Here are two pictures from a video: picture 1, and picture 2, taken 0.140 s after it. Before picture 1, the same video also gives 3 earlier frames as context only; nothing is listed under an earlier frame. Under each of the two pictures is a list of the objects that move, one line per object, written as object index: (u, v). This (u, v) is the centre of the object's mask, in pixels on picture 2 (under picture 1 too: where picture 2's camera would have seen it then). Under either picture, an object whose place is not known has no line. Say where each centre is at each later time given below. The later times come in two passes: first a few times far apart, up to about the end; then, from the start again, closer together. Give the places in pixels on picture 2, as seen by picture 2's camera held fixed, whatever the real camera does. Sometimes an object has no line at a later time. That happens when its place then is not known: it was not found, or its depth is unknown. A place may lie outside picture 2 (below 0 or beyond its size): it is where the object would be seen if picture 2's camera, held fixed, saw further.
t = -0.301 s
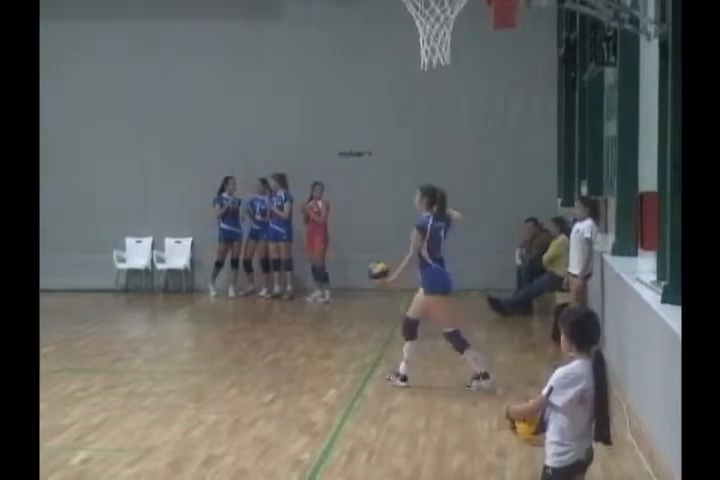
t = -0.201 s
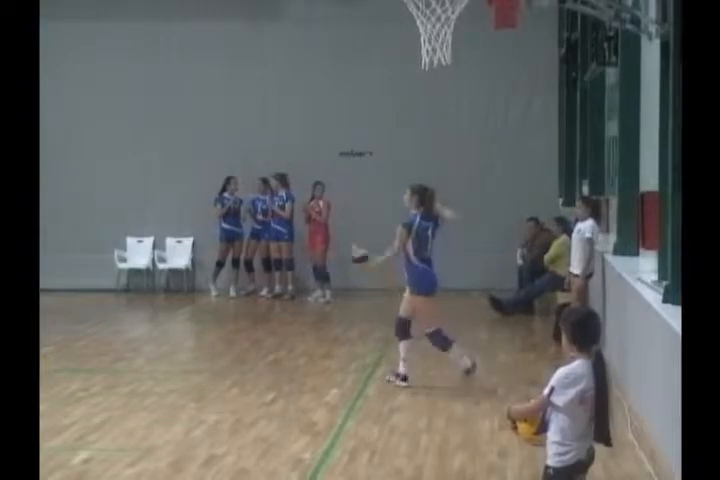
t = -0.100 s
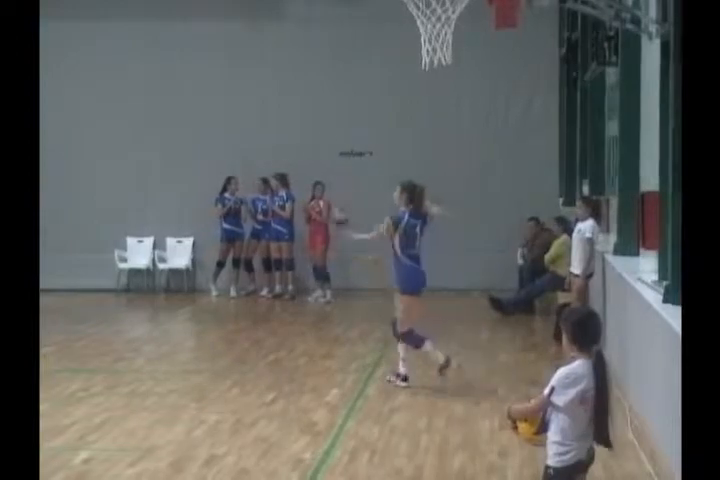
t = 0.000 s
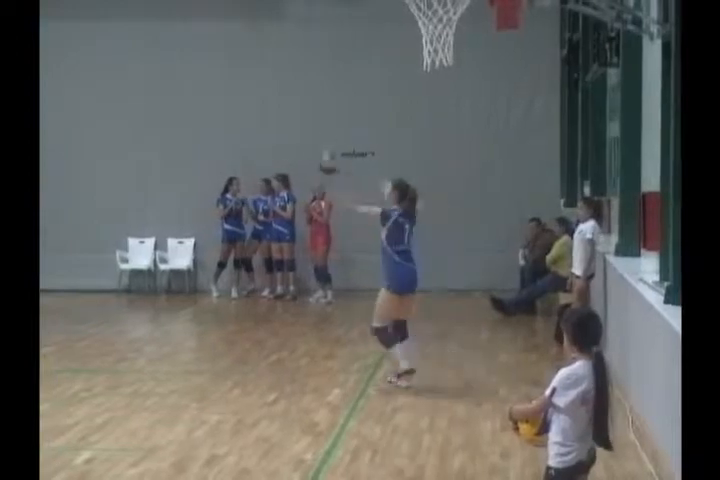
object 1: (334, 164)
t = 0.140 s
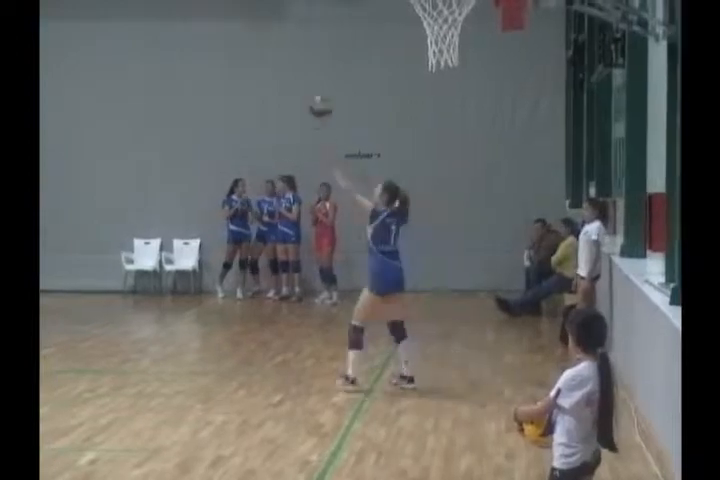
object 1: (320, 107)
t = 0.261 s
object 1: (310, 75)
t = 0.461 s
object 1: (291, 59)
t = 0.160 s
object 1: (319, 101)
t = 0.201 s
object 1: (314, 89)
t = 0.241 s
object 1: (311, 80)
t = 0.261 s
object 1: (310, 75)
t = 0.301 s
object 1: (305, 68)
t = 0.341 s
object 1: (302, 63)
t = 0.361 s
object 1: (300, 61)
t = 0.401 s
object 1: (296, 59)
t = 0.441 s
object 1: (293, 58)
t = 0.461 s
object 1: (291, 59)
